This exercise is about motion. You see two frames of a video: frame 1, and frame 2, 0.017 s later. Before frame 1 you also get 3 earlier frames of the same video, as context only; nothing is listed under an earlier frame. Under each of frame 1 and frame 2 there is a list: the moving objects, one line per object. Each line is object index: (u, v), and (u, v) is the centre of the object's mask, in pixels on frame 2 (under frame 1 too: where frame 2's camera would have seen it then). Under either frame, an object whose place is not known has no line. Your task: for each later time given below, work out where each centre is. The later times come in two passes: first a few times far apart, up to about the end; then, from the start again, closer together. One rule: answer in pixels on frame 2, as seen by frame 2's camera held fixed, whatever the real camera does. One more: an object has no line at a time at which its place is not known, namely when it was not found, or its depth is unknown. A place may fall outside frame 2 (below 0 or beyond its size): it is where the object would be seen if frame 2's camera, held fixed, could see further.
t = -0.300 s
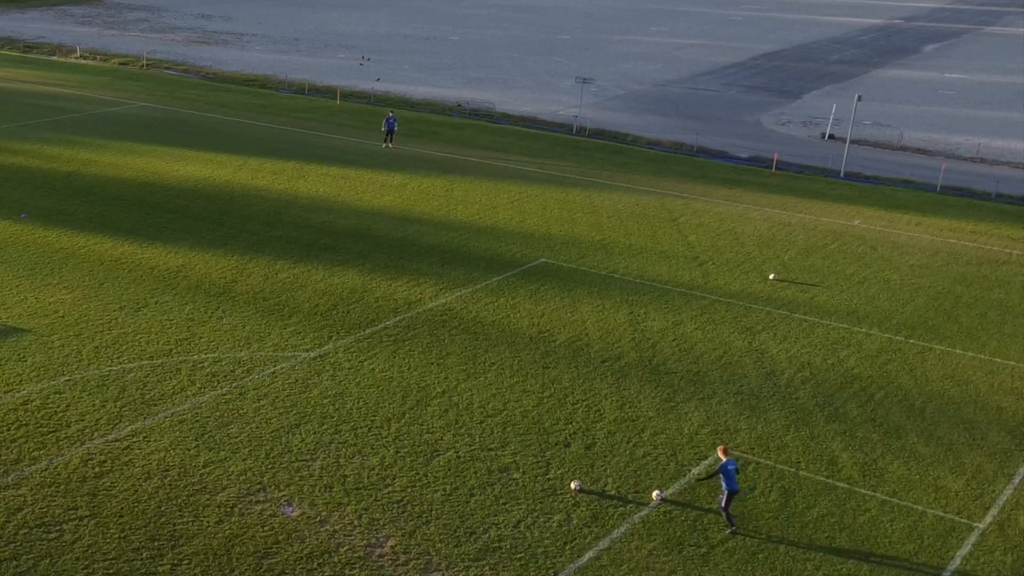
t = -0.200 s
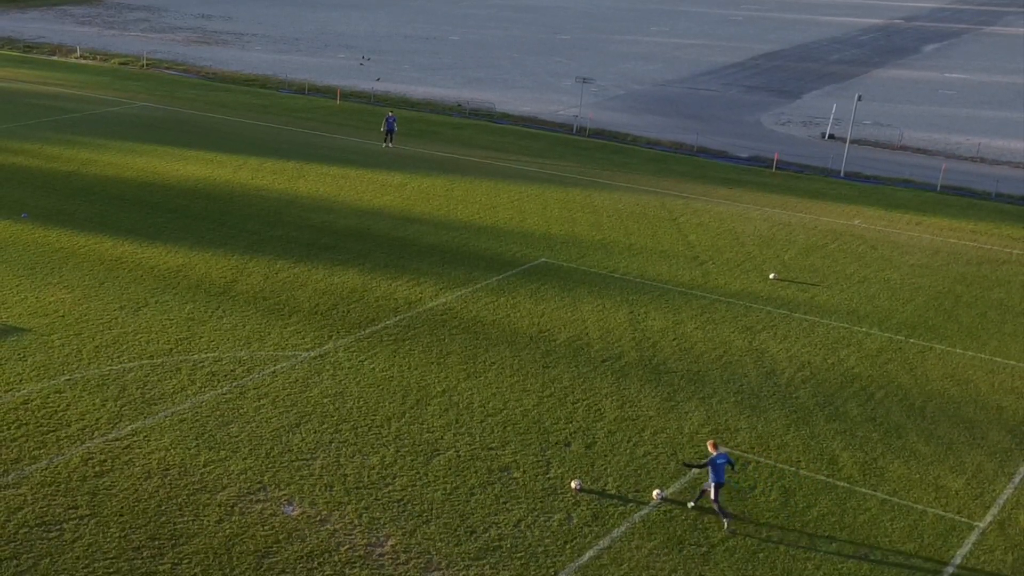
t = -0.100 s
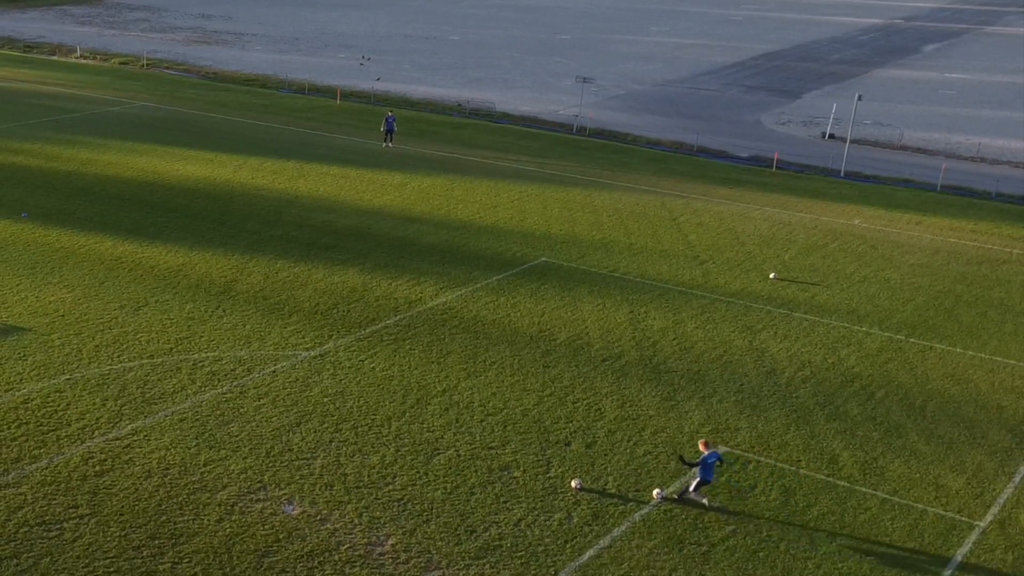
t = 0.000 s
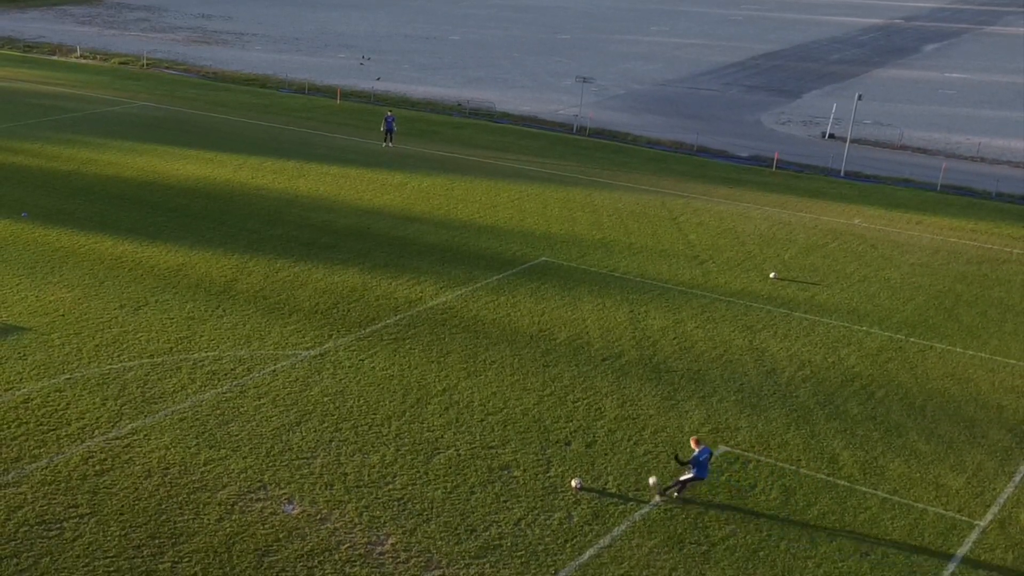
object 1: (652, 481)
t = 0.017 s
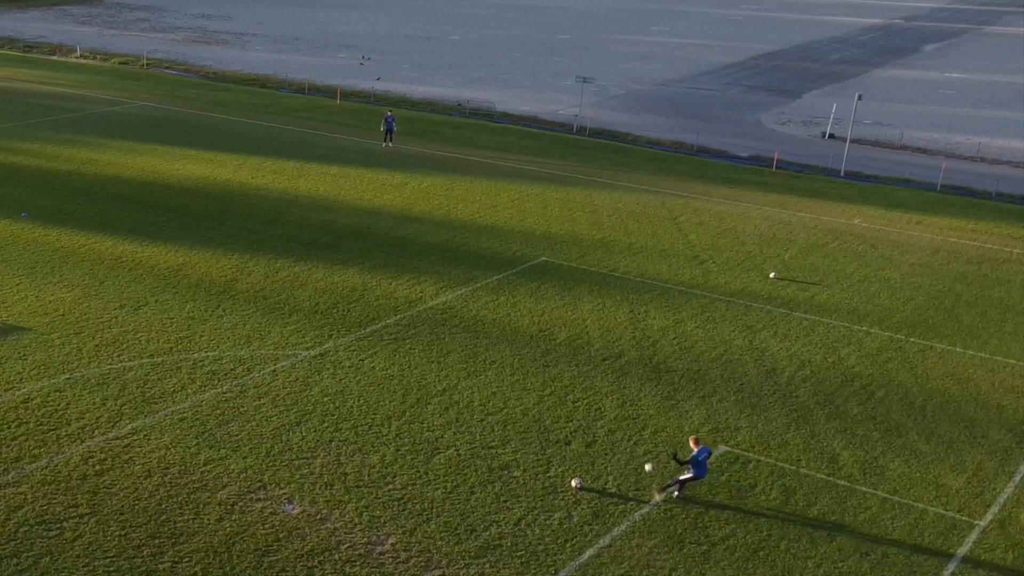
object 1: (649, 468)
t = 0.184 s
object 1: (614, 354)
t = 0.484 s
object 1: (571, 213)
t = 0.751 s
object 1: (543, 136)
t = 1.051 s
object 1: (518, 86)
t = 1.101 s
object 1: (515, 80)
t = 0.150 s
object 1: (620, 374)
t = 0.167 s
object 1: (617, 364)
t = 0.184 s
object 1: (614, 354)
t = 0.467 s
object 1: (573, 218)
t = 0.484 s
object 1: (571, 213)
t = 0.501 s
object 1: (569, 207)
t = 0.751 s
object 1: (543, 136)
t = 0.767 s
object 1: (541, 131)
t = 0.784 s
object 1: (540, 128)
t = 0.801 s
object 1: (539, 124)
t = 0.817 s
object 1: (537, 121)
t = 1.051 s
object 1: (518, 86)
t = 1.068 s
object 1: (518, 84)
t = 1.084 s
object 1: (516, 83)
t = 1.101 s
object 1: (515, 80)
